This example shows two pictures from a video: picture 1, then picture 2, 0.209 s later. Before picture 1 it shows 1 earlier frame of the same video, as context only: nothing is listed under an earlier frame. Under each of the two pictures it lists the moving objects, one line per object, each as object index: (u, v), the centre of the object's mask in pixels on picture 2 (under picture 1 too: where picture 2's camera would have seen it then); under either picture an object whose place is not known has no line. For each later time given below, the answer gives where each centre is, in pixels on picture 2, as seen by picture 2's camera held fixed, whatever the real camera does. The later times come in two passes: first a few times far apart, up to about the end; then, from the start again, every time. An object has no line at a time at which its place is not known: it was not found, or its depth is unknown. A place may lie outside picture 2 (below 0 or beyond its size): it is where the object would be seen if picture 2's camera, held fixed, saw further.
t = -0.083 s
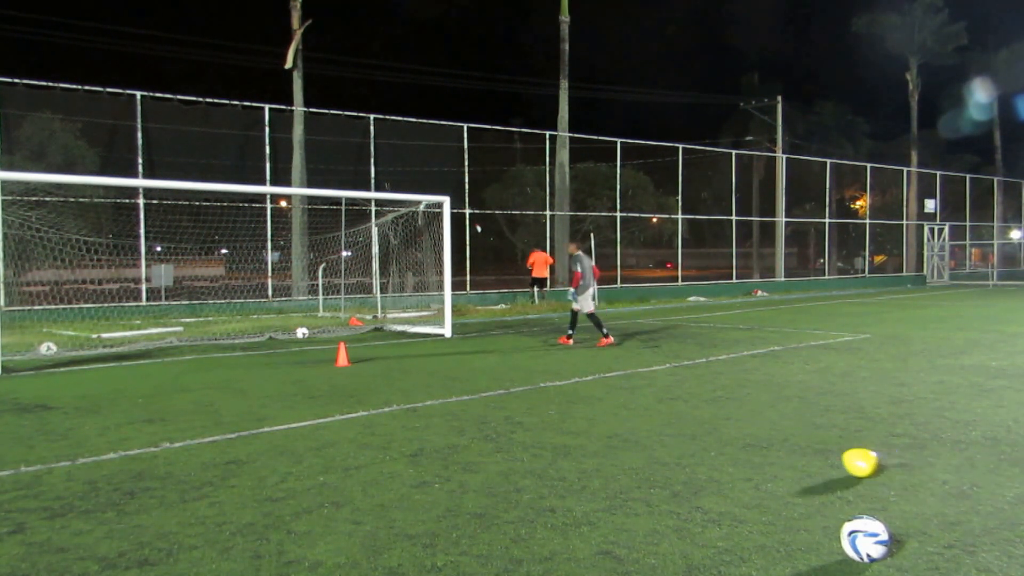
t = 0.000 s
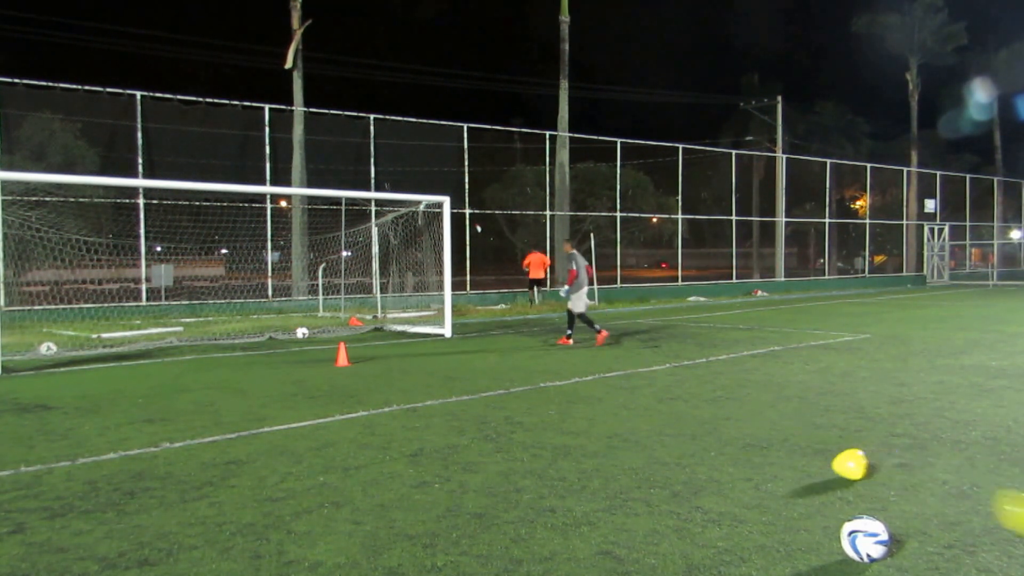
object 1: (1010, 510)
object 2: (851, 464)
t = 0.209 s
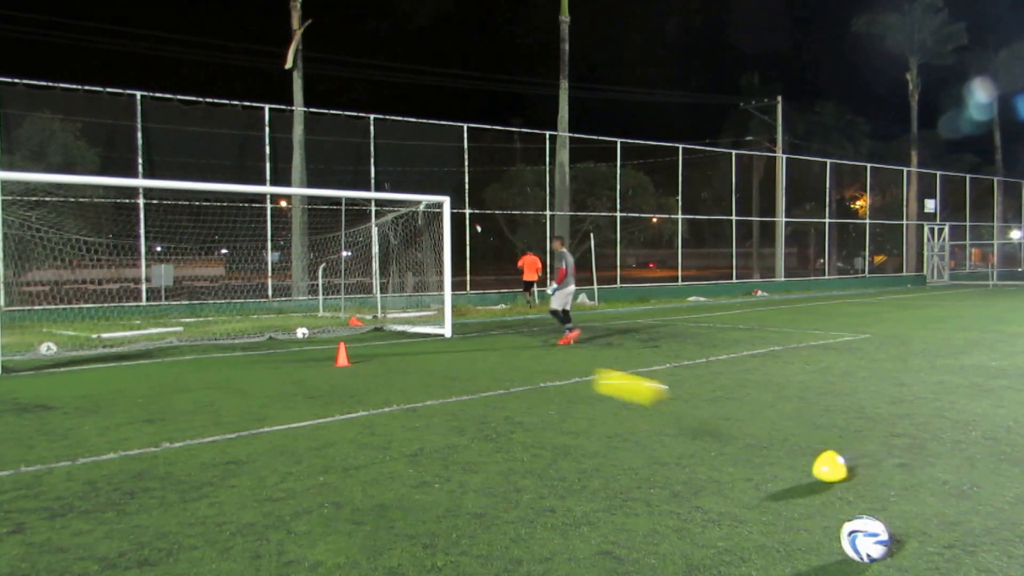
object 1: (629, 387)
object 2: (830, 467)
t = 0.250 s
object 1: (578, 376)
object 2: (826, 468)
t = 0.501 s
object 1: (382, 367)
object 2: (810, 471)
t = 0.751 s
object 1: (295, 344)
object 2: (801, 478)
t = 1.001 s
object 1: (247, 337)
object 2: (792, 484)
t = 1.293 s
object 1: (213, 326)
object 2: (796, 492)
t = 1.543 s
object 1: (203, 327)
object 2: (803, 495)
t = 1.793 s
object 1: (203, 333)
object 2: (806, 499)
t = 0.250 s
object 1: (578, 376)
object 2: (826, 468)
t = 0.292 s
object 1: (534, 368)
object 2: (822, 469)
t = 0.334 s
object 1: (495, 365)
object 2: (819, 469)
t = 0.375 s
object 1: (462, 362)
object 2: (816, 469)
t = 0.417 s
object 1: (431, 362)
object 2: (814, 469)
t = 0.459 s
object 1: (405, 364)
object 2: (812, 470)
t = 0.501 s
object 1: (382, 367)
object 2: (810, 471)
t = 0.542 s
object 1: (361, 372)
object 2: (808, 472)
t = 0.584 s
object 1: (342, 376)
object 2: (807, 474)
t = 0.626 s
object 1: (328, 370)
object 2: (805, 475)
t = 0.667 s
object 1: (316, 359)
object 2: (804, 477)
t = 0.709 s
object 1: (306, 351)
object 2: (802, 477)
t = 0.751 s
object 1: (295, 344)
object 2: (801, 478)
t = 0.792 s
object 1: (286, 339)
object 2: (800, 478)
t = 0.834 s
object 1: (277, 336)
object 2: (798, 480)
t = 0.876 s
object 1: (269, 334)
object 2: (796, 481)
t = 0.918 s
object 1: (261, 334)
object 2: (794, 483)
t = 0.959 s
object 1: (253, 335)
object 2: (792, 483)
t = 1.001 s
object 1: (247, 337)
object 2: (792, 484)
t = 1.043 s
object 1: (240, 341)
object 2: (792, 484)
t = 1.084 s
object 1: (235, 343)
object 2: (792, 485)
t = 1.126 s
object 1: (229, 338)
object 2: (793, 486)
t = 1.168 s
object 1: (225, 333)
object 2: (793, 487)
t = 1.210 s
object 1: (220, 330)
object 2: (794, 489)
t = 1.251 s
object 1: (216, 327)
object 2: (795, 490)
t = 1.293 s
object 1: (213, 326)
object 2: (796, 492)
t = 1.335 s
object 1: (210, 325)
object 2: (796, 493)
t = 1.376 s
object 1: (208, 324)
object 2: (797, 493)
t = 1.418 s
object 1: (206, 324)
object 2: (798, 494)
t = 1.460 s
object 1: (205, 324)
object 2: (800, 495)
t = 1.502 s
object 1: (204, 325)
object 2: (801, 495)
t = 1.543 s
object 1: (203, 327)
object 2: (803, 495)
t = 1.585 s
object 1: (202, 329)
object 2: (803, 495)
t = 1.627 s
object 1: (202, 331)
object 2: (804, 496)
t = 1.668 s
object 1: (203, 334)
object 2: (804, 496)
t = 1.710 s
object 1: (203, 333)
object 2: (805, 497)
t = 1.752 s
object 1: (203, 332)
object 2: (805, 498)
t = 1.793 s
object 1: (203, 333)
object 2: (806, 499)
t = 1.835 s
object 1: (204, 333)
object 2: (806, 499)
